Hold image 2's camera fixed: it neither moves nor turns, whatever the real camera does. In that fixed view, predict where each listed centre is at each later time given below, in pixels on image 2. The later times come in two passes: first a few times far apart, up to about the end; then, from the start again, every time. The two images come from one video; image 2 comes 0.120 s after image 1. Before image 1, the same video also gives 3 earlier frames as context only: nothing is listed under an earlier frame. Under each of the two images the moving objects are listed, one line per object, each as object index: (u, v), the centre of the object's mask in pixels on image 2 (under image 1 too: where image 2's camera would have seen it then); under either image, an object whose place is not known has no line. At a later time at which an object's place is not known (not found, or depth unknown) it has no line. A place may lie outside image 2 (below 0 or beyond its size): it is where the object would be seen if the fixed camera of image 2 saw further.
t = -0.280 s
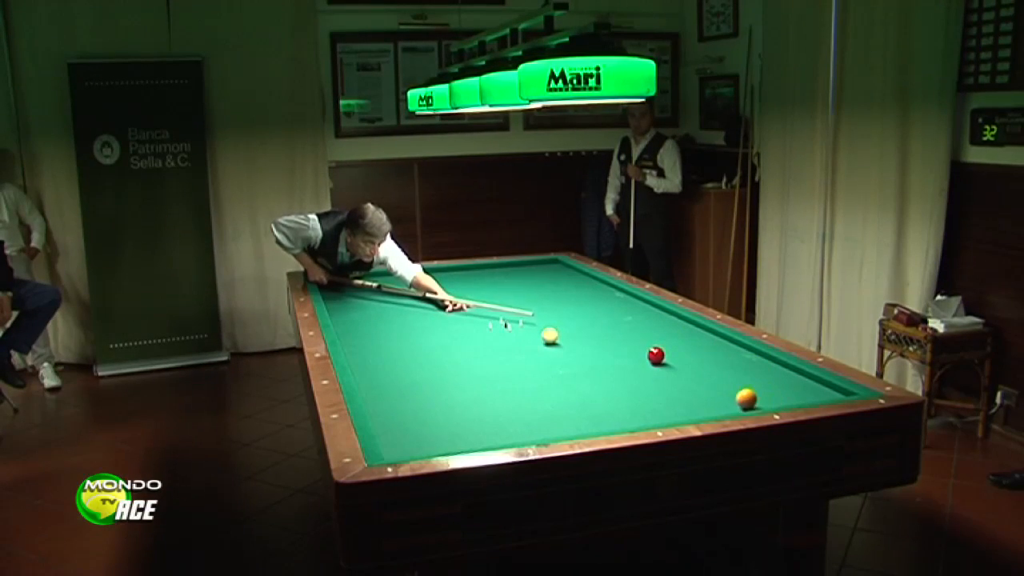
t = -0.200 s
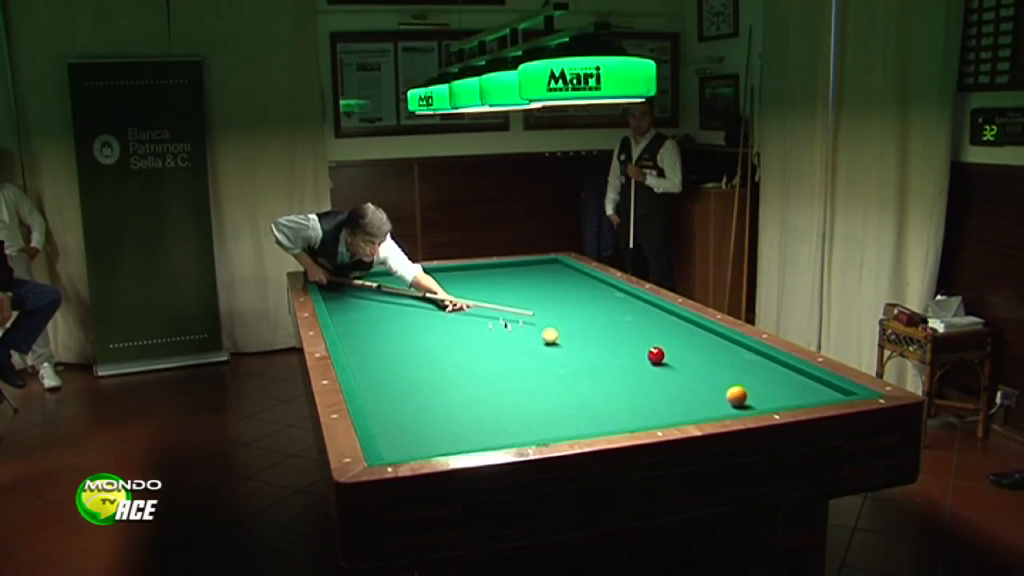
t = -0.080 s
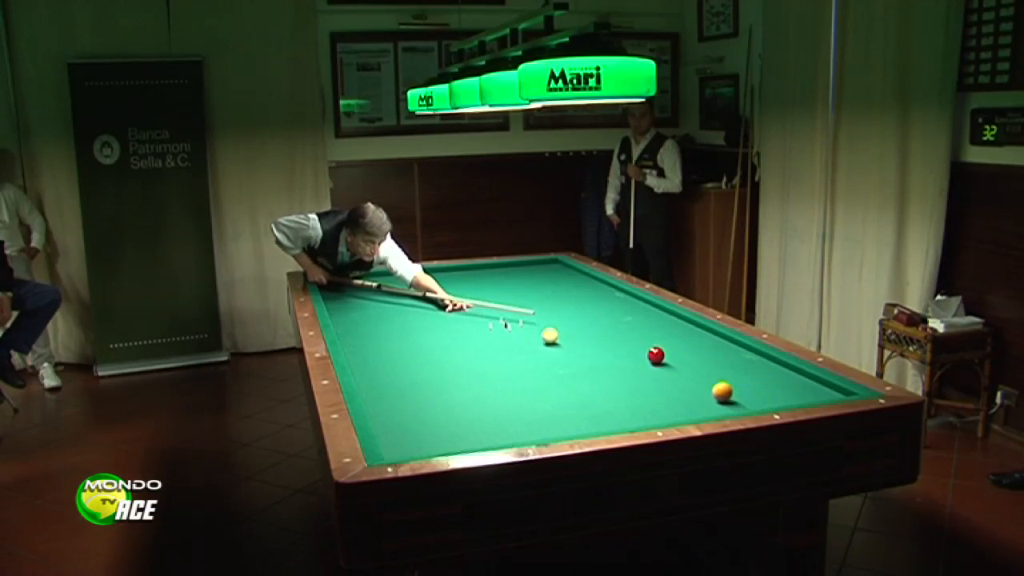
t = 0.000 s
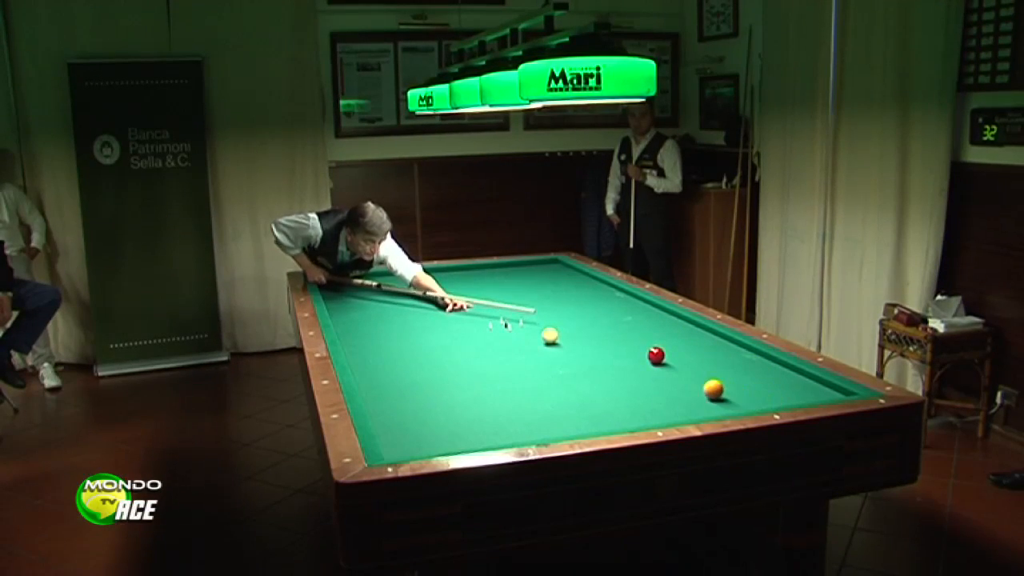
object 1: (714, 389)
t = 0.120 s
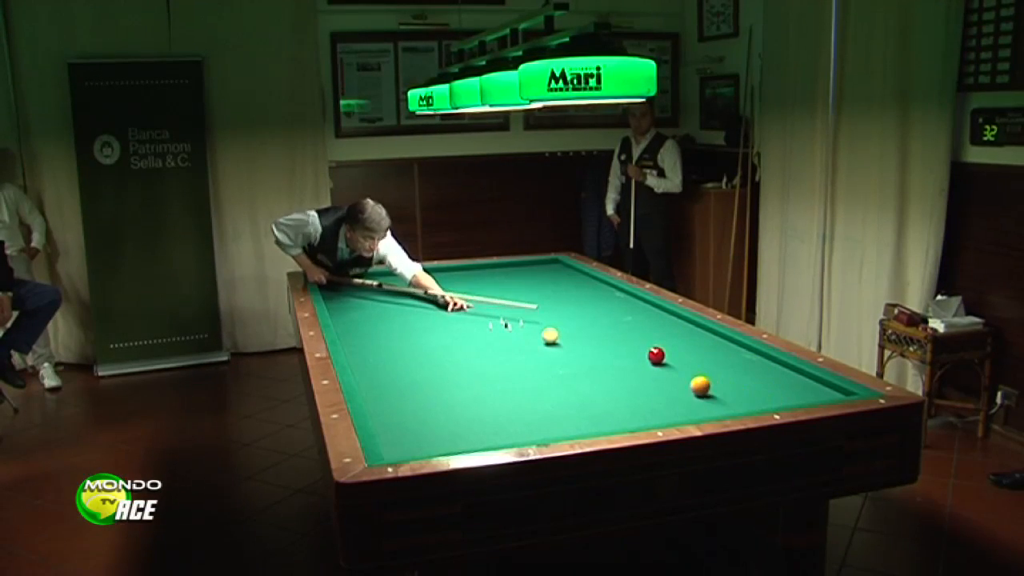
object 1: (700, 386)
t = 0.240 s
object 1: (687, 382)
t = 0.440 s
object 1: (667, 376)
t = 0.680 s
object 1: (644, 370)
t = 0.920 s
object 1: (623, 364)
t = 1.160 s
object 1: (604, 359)
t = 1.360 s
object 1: (589, 355)
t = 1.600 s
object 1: (572, 350)
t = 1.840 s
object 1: (556, 345)
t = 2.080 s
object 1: (541, 341)
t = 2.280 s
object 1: (529, 338)
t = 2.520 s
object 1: (516, 334)
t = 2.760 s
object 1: (504, 330)
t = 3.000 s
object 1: (493, 328)
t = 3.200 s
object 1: (483, 325)
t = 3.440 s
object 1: (473, 323)
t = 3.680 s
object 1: (464, 320)
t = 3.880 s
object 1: (456, 317)
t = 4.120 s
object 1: (448, 315)
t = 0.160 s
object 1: (696, 384)
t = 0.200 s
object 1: (692, 383)
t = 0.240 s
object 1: (687, 382)
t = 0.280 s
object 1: (683, 381)
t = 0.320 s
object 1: (679, 380)
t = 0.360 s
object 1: (675, 378)
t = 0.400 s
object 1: (671, 377)
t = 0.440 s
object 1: (667, 376)
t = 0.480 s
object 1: (663, 375)
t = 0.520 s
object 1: (659, 374)
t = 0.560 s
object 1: (655, 373)
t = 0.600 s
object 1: (652, 372)
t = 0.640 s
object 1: (648, 371)
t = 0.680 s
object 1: (644, 370)
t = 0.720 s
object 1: (640, 369)
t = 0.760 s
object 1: (637, 368)
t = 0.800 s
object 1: (633, 367)
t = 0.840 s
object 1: (630, 366)
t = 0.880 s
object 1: (627, 365)
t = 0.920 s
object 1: (623, 364)
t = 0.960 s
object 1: (620, 363)
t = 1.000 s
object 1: (617, 362)
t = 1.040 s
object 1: (614, 361)
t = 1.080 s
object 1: (610, 360)
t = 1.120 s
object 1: (607, 359)
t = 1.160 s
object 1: (604, 359)
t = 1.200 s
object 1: (601, 358)
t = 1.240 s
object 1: (598, 357)
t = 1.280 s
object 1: (595, 356)
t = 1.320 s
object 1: (592, 356)
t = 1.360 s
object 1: (589, 355)
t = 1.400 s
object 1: (586, 354)
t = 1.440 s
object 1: (583, 353)
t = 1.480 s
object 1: (580, 352)
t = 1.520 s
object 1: (577, 351)
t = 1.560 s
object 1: (574, 351)
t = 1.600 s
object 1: (572, 350)
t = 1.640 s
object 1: (569, 349)
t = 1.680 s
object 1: (567, 348)
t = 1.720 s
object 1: (564, 347)
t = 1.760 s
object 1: (561, 347)
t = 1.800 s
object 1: (559, 346)
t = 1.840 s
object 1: (556, 345)
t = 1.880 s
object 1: (554, 344)
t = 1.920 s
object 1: (551, 343)
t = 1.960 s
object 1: (549, 342)
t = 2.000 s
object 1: (546, 342)
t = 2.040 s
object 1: (544, 341)
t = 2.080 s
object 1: (541, 341)
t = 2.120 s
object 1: (539, 340)
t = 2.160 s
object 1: (537, 340)
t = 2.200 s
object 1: (534, 339)
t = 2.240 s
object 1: (532, 339)
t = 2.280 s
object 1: (529, 338)
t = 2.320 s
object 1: (527, 337)
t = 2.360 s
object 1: (525, 337)
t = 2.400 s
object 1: (523, 336)
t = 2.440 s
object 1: (521, 335)
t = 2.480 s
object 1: (518, 335)
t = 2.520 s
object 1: (516, 334)
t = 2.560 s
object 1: (514, 333)
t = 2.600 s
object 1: (512, 333)
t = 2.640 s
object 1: (510, 332)
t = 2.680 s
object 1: (508, 332)
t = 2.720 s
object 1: (506, 331)
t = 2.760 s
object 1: (504, 330)
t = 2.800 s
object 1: (502, 330)
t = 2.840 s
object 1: (500, 329)
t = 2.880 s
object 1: (498, 329)
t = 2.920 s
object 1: (496, 328)
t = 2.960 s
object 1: (494, 328)
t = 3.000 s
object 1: (493, 328)
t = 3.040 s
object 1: (491, 327)
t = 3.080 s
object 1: (489, 326)
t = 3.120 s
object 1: (487, 326)
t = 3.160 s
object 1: (485, 325)
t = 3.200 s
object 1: (483, 325)
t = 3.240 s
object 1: (482, 325)
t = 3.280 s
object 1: (480, 324)
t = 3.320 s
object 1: (478, 324)
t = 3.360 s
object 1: (476, 324)
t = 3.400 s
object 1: (475, 323)
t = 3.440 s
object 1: (473, 323)
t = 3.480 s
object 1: (471, 322)
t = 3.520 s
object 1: (470, 322)
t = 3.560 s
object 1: (468, 321)
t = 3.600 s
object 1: (467, 321)
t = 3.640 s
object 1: (465, 320)
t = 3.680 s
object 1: (464, 320)
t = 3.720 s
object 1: (462, 319)
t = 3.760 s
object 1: (461, 319)
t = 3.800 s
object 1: (459, 319)
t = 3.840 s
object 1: (457, 318)
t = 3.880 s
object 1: (456, 317)
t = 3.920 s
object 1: (454, 317)
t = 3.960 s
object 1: (453, 317)
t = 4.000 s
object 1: (452, 316)
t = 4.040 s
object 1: (450, 316)
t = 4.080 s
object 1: (449, 316)
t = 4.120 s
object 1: (448, 315)
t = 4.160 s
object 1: (446, 315)
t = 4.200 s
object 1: (445, 314)
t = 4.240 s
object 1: (444, 314)
